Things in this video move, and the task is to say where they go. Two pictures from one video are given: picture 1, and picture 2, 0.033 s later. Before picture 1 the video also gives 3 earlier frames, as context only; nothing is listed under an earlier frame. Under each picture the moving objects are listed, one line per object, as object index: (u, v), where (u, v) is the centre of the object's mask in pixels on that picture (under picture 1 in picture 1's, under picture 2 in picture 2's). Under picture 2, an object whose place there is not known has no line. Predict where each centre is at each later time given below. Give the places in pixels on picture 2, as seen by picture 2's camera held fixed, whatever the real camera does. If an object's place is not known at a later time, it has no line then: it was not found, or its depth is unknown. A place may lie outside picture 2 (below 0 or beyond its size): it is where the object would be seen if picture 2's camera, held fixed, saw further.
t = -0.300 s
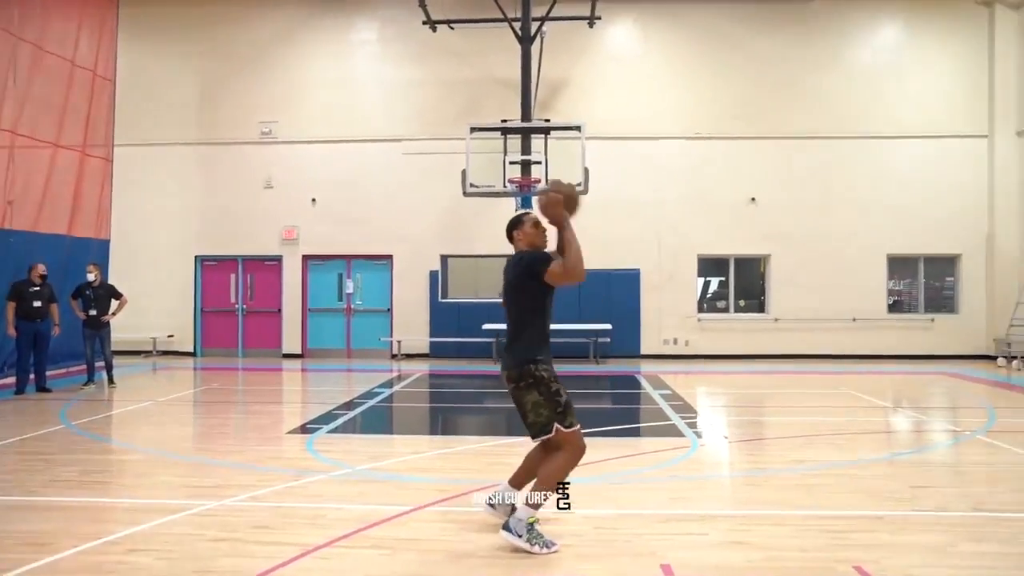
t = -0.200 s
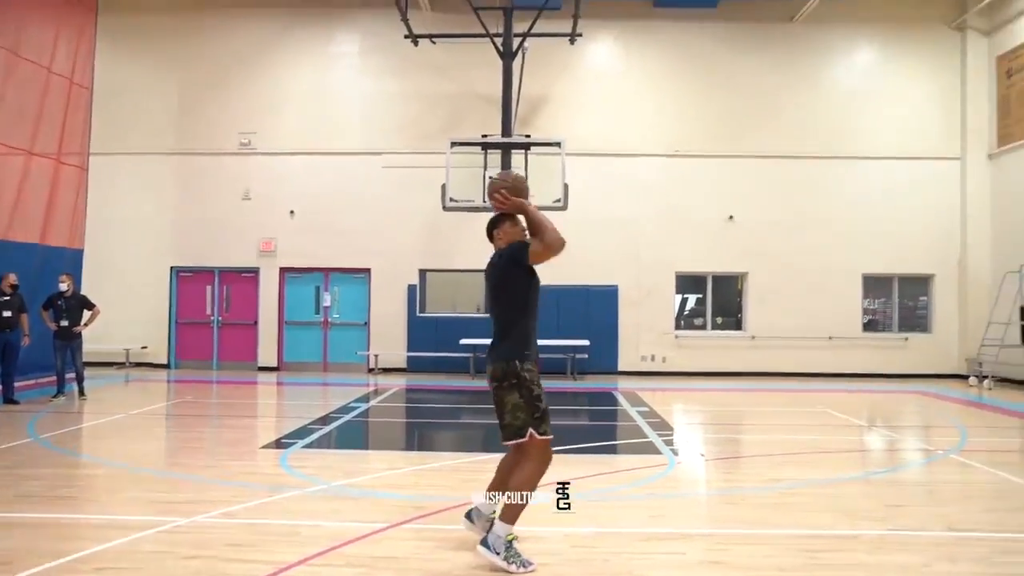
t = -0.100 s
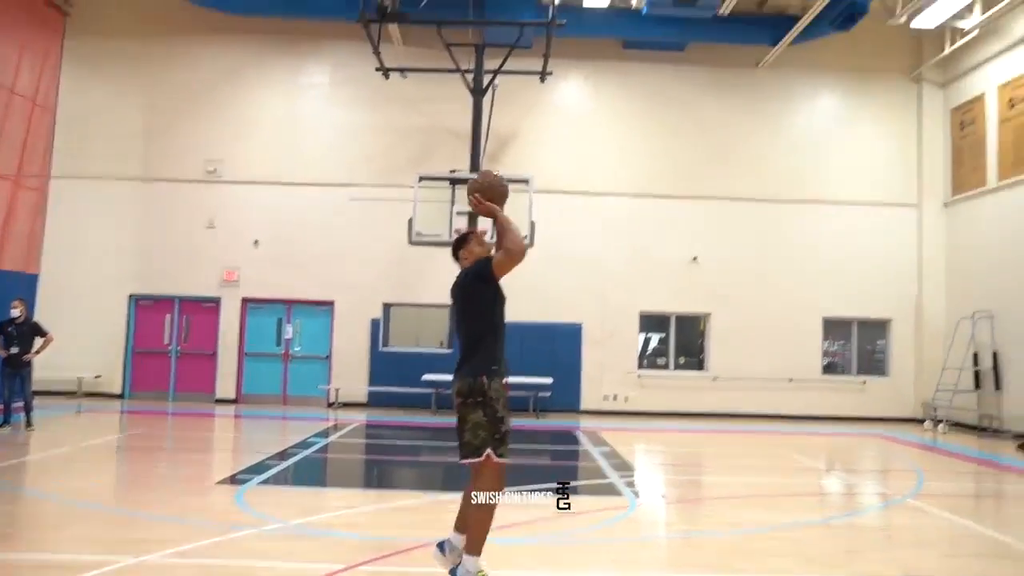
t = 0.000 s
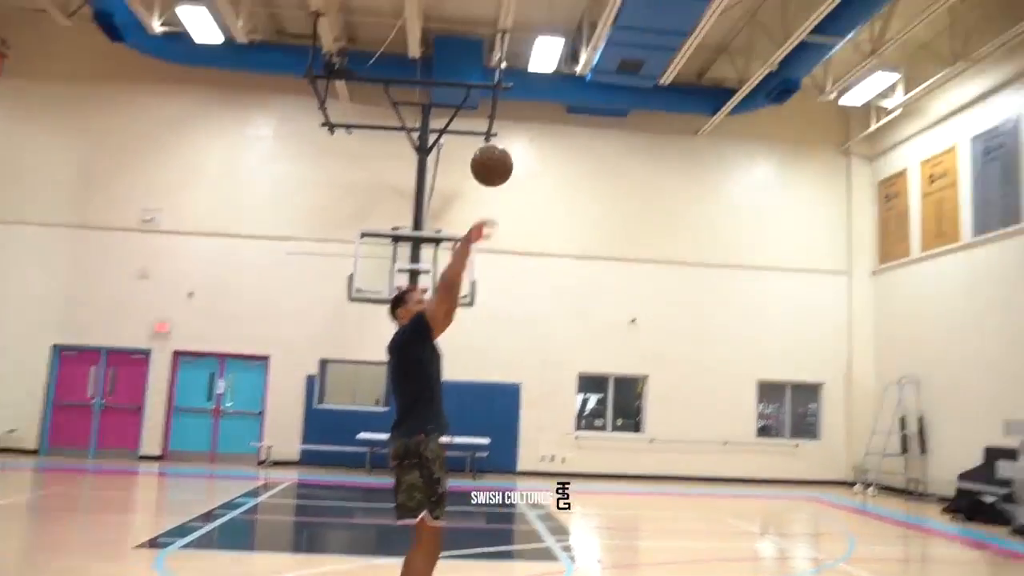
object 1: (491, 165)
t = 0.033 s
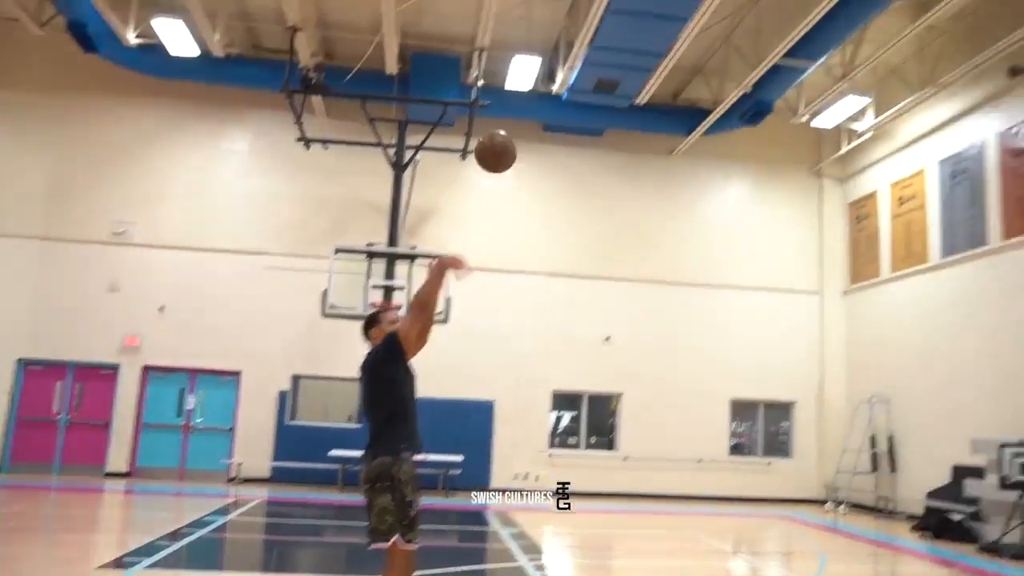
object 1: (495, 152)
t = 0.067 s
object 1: (526, 121)
